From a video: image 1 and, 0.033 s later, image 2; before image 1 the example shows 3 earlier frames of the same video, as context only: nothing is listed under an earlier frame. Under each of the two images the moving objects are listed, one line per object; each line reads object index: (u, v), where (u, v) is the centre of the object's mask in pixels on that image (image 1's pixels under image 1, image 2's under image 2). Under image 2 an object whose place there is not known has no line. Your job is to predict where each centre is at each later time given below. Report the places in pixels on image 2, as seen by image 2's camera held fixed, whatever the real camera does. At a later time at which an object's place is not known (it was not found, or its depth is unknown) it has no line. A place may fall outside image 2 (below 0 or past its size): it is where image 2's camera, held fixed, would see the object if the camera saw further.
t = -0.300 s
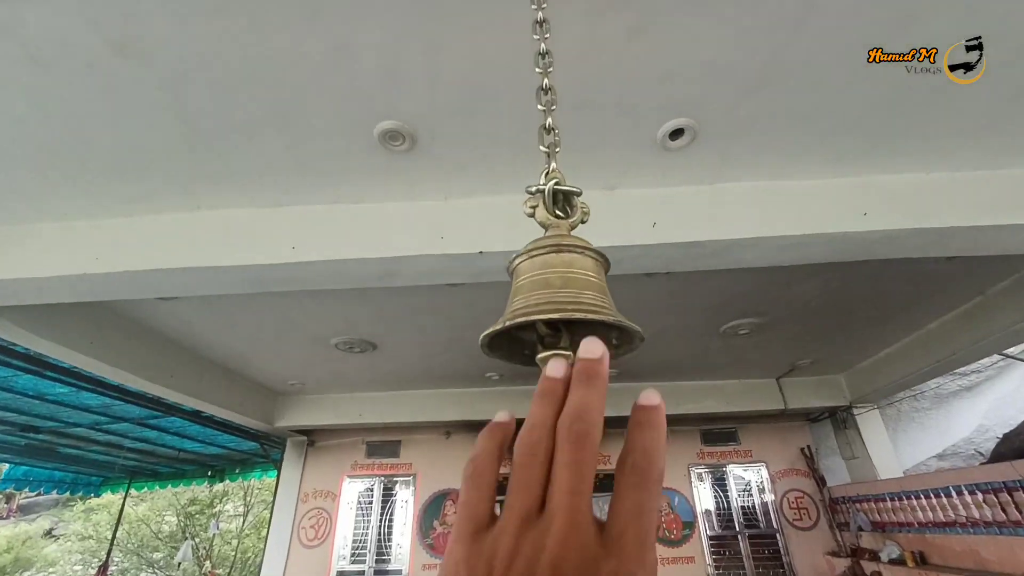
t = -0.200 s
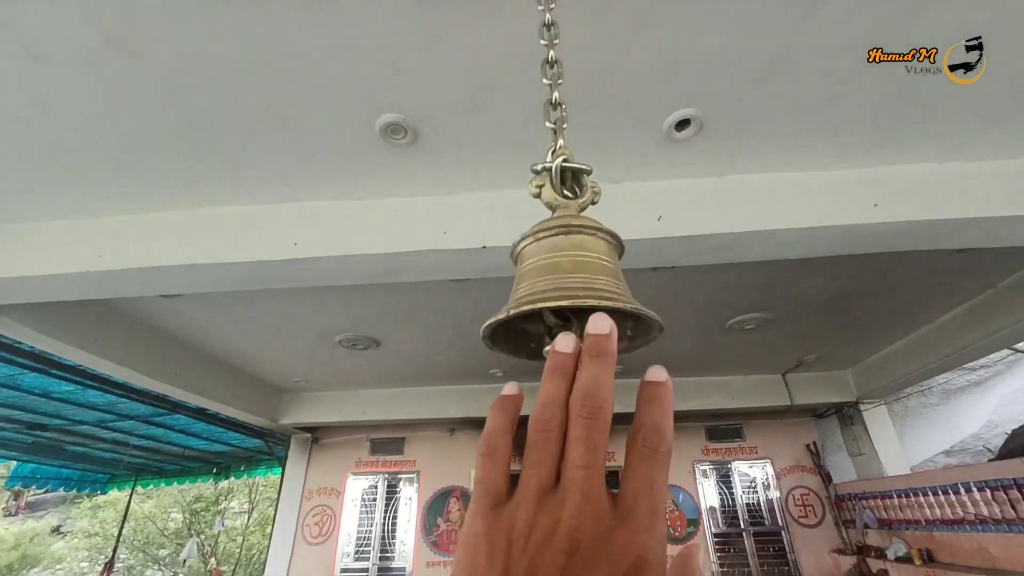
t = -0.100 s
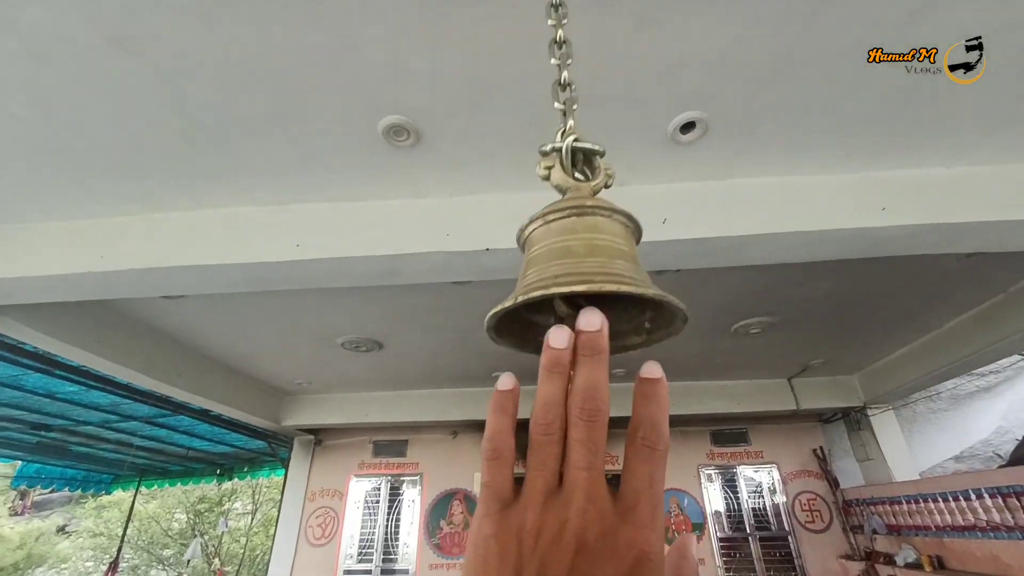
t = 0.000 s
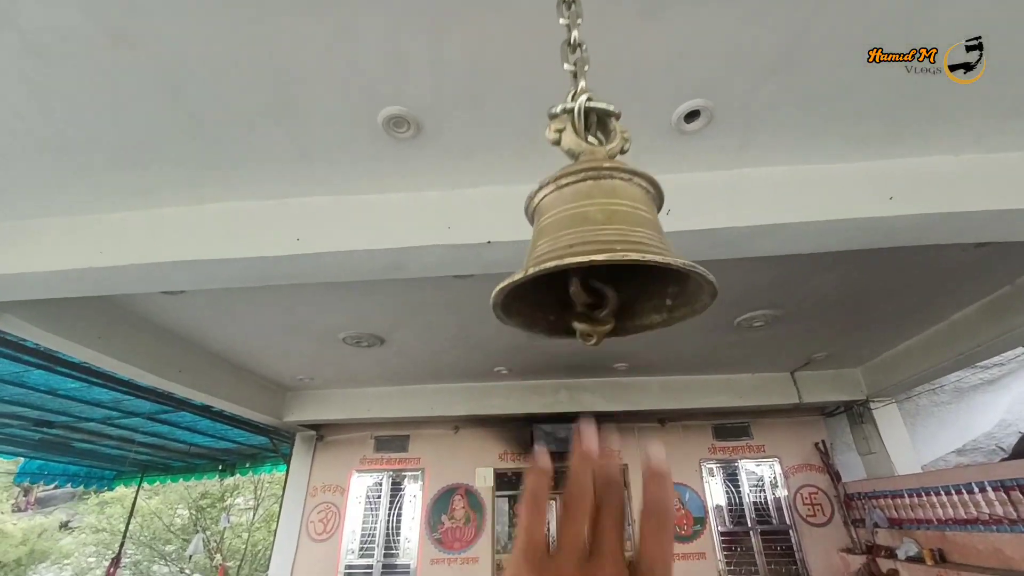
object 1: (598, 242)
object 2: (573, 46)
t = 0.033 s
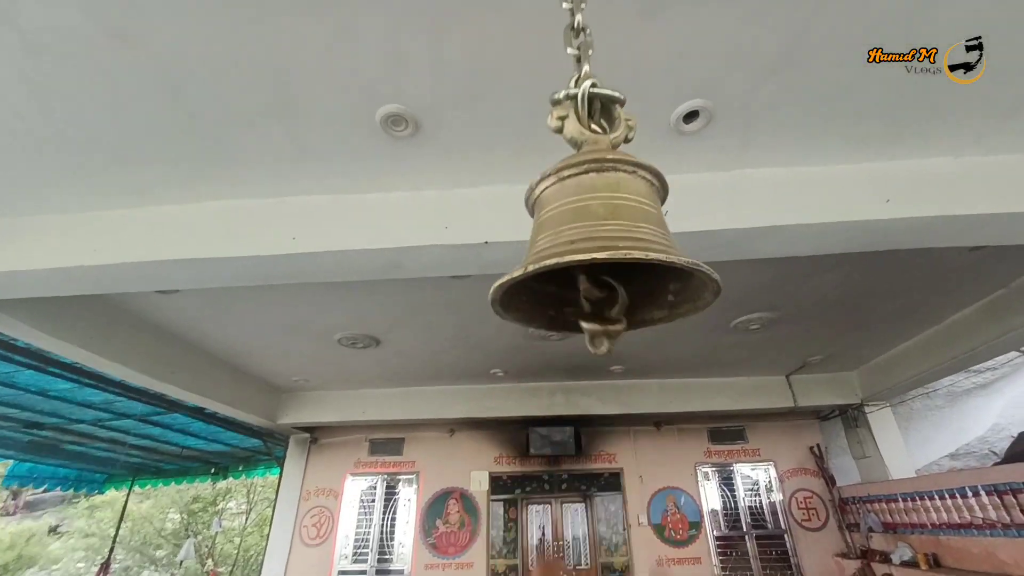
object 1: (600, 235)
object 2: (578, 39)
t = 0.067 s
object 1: (604, 227)
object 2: (581, 35)
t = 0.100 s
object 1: (612, 224)
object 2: (584, 32)
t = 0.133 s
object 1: (620, 222)
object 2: (587, 27)
